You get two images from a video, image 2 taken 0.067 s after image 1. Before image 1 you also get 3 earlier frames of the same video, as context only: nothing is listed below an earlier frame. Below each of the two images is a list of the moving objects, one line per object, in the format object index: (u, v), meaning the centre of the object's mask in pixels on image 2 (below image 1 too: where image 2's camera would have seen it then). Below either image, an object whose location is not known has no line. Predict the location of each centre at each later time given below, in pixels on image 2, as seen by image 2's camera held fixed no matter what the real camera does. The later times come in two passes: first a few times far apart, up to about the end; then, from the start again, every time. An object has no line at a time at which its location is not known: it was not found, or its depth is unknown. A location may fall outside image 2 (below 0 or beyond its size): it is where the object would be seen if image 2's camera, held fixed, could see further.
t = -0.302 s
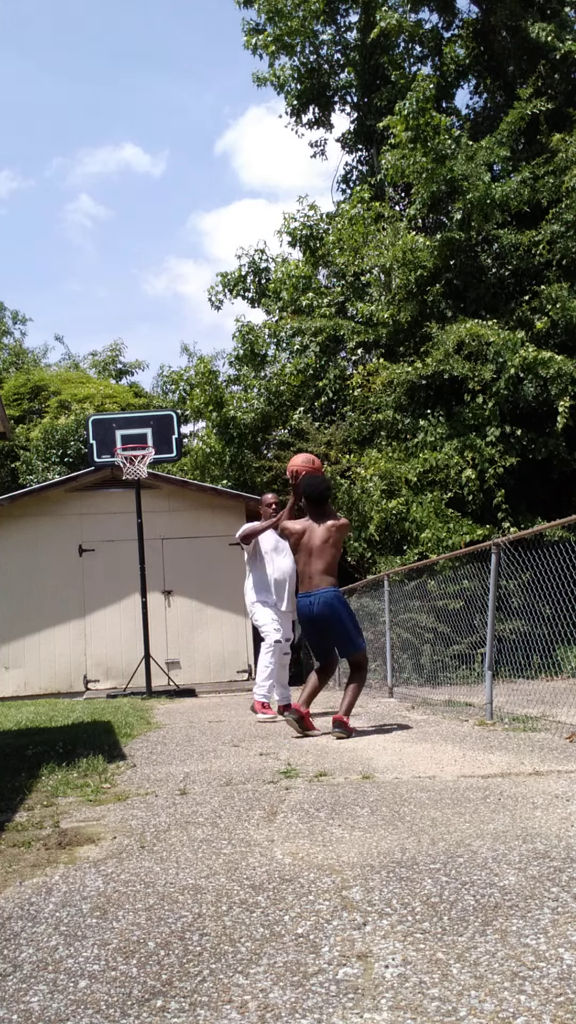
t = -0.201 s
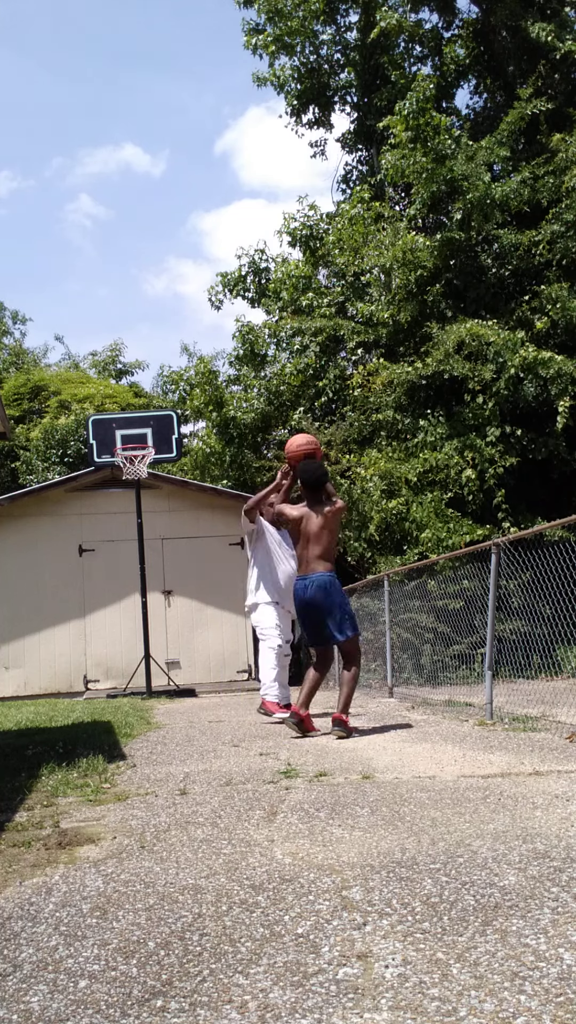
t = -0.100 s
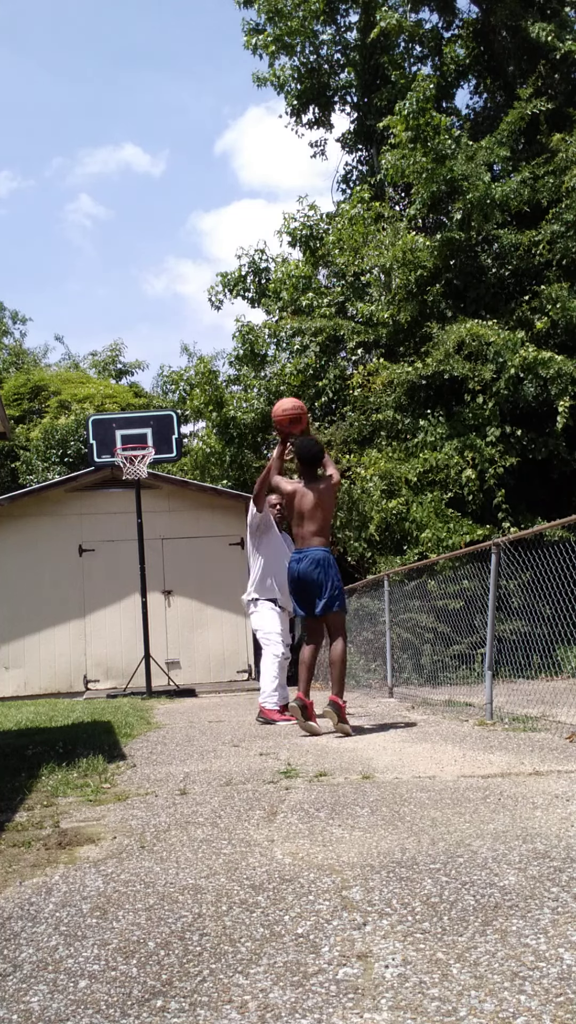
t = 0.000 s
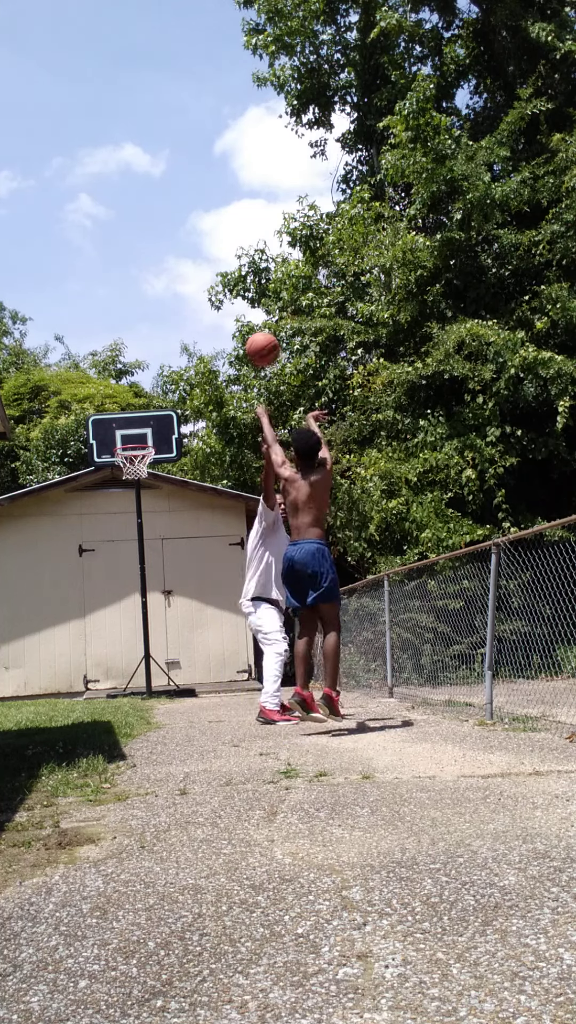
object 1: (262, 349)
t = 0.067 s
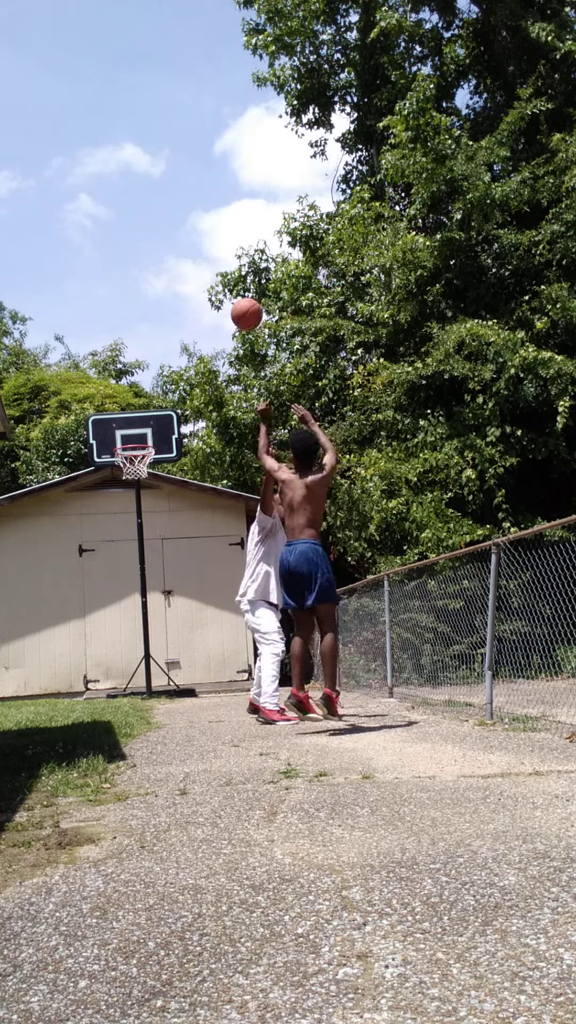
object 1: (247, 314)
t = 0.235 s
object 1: (212, 261)
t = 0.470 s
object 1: (175, 250)
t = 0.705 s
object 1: (145, 290)
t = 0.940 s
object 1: (121, 369)
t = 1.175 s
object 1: (85, 459)
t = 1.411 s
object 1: (10, 534)
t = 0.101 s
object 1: (239, 300)
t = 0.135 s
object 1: (232, 288)
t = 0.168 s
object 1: (225, 278)
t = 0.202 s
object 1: (219, 269)
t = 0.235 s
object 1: (212, 261)
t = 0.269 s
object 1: (206, 256)
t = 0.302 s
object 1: (200, 251)
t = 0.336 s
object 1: (195, 249)
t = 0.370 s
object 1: (190, 247)
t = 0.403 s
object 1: (184, 247)
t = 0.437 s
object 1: (179, 248)
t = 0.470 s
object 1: (175, 250)
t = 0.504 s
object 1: (170, 253)
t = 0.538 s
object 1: (165, 257)
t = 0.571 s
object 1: (161, 261)
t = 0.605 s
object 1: (157, 268)
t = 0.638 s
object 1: (153, 274)
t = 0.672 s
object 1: (149, 282)
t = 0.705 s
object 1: (145, 290)
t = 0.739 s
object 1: (141, 299)
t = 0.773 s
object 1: (138, 309)
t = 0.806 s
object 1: (134, 320)
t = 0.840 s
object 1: (131, 331)
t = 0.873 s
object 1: (128, 344)
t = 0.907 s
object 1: (124, 356)
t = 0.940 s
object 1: (121, 369)
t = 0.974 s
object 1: (119, 383)
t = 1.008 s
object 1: (116, 398)
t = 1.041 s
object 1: (113, 413)
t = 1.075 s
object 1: (110, 429)
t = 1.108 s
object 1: (107, 445)
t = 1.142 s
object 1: (96, 451)
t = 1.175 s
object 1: (85, 459)
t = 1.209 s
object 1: (75, 467)
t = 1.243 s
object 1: (64, 475)
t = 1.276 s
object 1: (53, 485)
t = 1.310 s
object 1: (42, 496)
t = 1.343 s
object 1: (31, 508)
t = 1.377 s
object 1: (20, 520)
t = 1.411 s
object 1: (10, 534)
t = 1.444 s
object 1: (4, 548)
